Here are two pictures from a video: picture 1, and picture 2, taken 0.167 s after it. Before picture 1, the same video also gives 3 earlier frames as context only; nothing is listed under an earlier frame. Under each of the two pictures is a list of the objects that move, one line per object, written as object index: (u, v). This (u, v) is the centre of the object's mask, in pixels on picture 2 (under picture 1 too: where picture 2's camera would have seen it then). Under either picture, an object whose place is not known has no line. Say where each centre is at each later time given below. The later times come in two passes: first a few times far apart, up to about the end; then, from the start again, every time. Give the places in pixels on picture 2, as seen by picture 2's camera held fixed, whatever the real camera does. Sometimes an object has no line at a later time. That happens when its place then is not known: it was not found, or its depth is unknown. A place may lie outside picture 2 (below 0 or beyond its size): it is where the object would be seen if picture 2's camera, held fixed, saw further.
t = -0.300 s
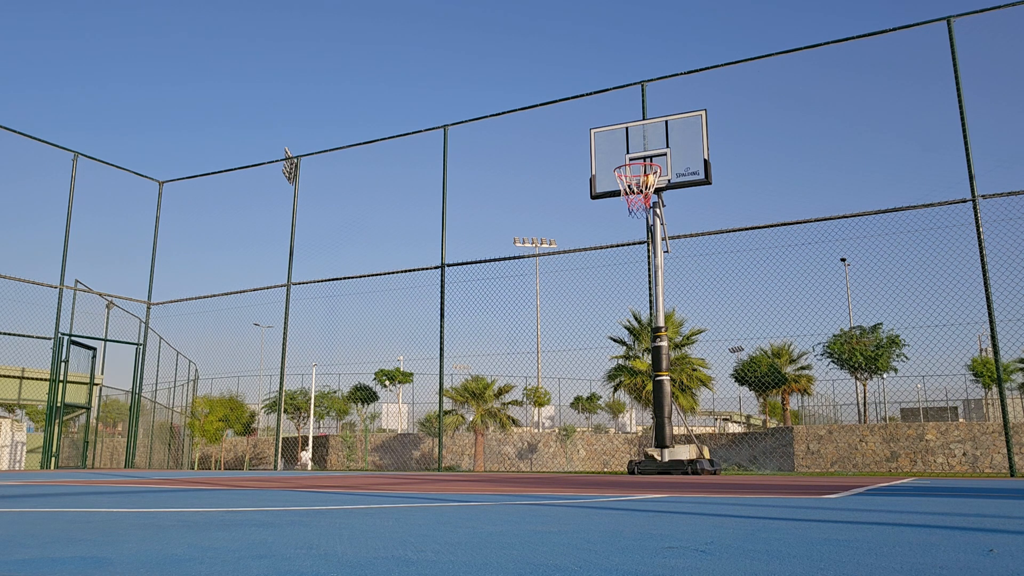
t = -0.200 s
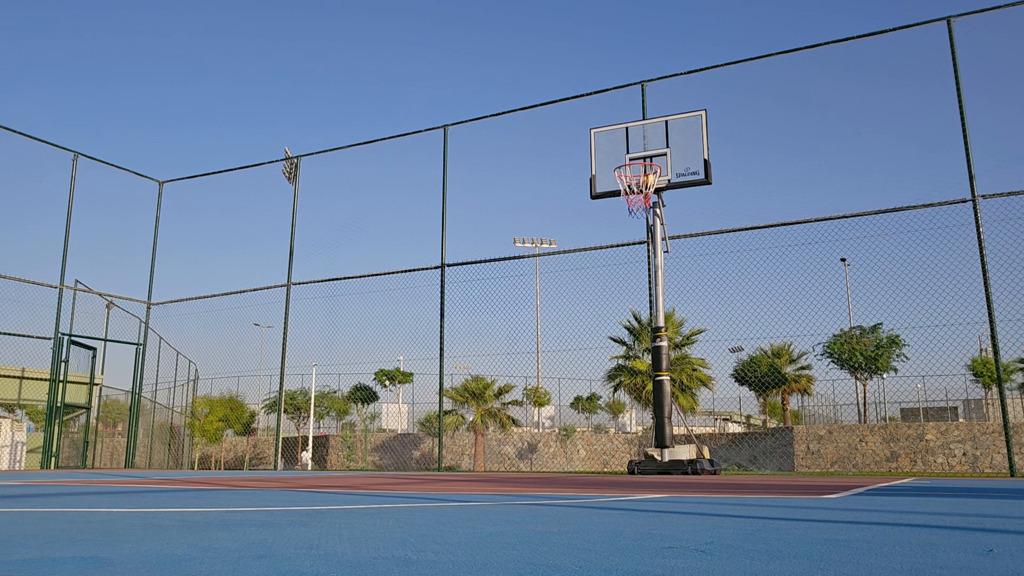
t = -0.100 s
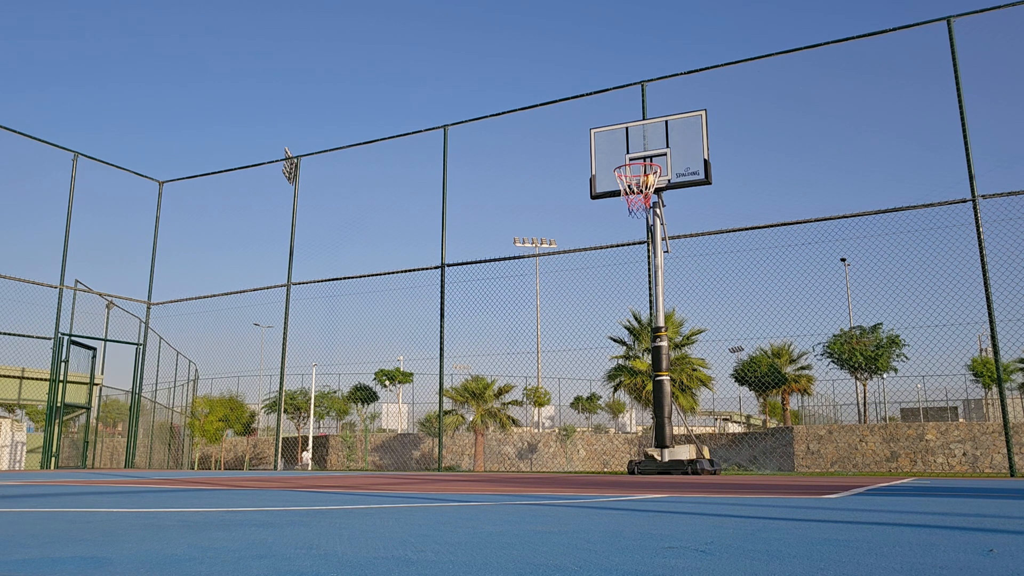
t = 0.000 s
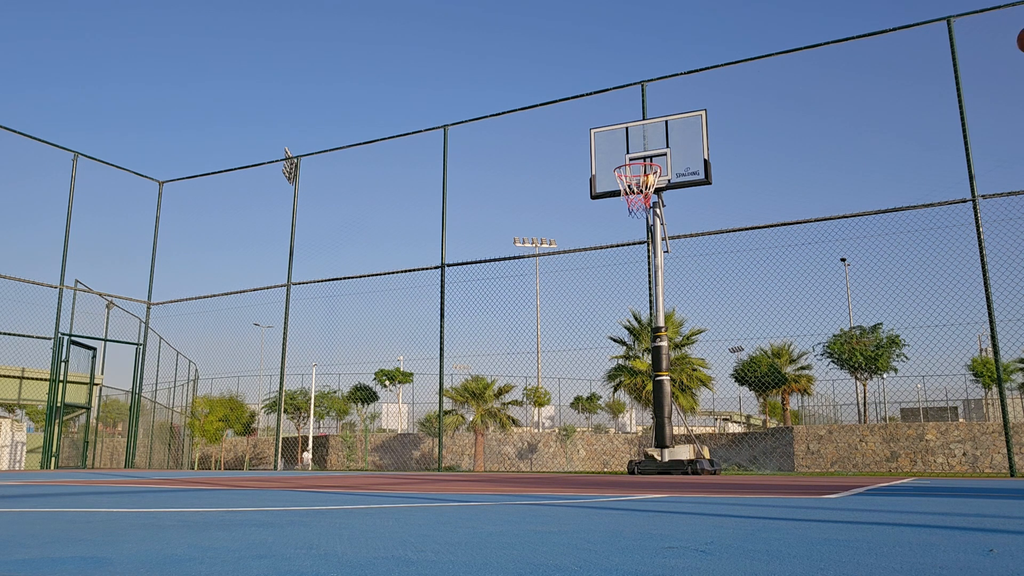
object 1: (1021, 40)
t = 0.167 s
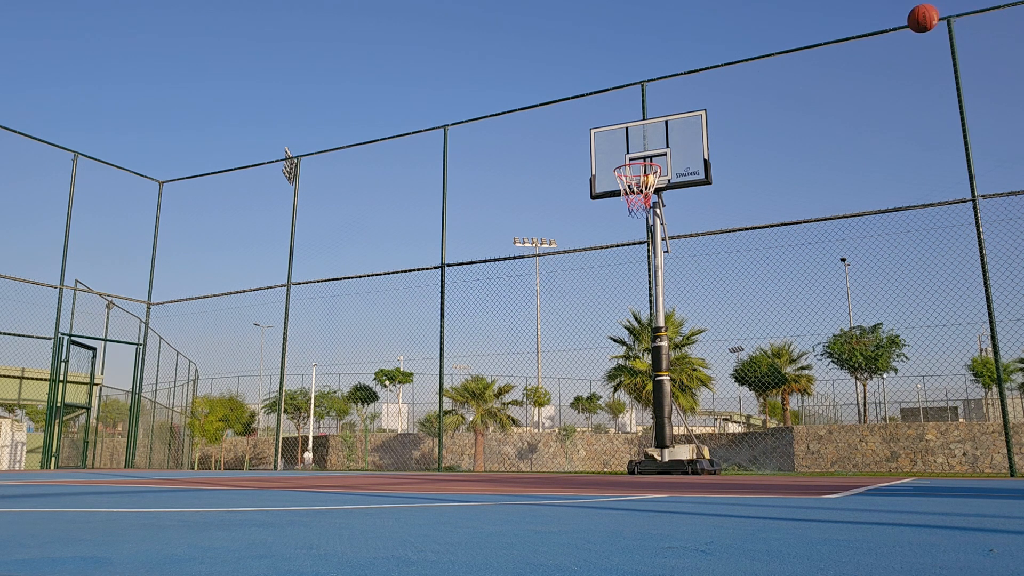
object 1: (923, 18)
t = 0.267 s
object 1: (866, 21)
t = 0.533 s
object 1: (738, 70)
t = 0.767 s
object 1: (646, 155)
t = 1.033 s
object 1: (646, 185)
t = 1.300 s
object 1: (652, 218)
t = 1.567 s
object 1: (656, 311)
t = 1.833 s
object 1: (661, 453)
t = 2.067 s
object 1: (644, 344)
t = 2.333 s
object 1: (626, 288)
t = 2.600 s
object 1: (611, 302)
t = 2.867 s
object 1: (598, 392)
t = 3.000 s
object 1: (592, 462)
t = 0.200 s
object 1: (903, 18)
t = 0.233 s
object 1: (884, 19)
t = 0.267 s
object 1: (866, 21)
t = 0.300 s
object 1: (848, 24)
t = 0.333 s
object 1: (831, 28)
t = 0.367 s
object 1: (814, 32)
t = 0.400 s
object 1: (798, 38)
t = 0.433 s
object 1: (782, 45)
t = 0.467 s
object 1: (767, 52)
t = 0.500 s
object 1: (752, 61)
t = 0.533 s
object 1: (738, 70)
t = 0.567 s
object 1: (723, 81)
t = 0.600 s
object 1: (710, 91)
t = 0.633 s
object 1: (696, 103)
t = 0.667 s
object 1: (683, 116)
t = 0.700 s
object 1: (670, 129)
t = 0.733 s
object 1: (657, 143)
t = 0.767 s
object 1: (646, 155)
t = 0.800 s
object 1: (638, 159)
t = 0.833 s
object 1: (630, 165)
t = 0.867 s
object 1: (624, 171)
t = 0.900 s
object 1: (627, 172)
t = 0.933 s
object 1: (633, 174)
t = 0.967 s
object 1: (640, 178)
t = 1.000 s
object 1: (643, 181)
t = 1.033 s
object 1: (646, 185)
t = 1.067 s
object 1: (649, 188)
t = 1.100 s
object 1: (649, 193)
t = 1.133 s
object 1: (650, 196)
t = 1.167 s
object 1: (650, 199)
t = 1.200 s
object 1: (650, 202)
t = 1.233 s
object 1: (651, 208)
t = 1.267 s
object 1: (651, 212)
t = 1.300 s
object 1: (652, 218)
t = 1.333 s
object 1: (652, 226)
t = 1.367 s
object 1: (652, 235)
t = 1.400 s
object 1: (653, 245)
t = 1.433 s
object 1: (653, 256)
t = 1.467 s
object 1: (654, 268)
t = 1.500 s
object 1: (655, 281)
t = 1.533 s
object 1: (655, 296)
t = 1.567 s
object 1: (656, 311)
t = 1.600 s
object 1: (657, 329)
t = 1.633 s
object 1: (658, 346)
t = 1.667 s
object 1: (659, 366)
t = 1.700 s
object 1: (660, 387)
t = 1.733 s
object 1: (661, 410)
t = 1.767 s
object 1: (662, 434)
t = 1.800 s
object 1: (663, 459)
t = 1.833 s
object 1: (661, 453)
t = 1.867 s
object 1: (659, 434)
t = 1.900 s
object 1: (656, 416)
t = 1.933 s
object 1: (654, 399)
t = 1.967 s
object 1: (651, 383)
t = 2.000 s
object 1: (649, 369)
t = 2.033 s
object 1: (646, 356)
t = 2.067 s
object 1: (644, 344)
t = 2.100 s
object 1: (641, 333)
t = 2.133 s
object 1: (639, 323)
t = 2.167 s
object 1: (637, 315)
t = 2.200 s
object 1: (634, 307)
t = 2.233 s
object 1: (632, 301)
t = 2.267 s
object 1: (630, 295)
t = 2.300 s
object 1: (628, 291)
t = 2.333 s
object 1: (626, 288)
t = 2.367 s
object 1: (624, 286)
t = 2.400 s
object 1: (622, 285)
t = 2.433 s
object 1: (620, 285)
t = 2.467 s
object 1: (618, 286)
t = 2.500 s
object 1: (617, 289)
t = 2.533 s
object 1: (615, 292)
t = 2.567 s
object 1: (613, 296)
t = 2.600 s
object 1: (611, 302)
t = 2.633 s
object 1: (609, 309)
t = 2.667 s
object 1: (608, 318)
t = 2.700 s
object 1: (606, 327)
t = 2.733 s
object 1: (604, 337)
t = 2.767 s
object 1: (603, 349)
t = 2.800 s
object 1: (601, 362)
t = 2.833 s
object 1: (599, 376)
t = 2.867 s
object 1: (598, 392)
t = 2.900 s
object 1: (596, 409)
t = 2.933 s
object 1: (595, 428)
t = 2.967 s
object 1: (593, 447)
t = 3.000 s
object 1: (592, 462)
